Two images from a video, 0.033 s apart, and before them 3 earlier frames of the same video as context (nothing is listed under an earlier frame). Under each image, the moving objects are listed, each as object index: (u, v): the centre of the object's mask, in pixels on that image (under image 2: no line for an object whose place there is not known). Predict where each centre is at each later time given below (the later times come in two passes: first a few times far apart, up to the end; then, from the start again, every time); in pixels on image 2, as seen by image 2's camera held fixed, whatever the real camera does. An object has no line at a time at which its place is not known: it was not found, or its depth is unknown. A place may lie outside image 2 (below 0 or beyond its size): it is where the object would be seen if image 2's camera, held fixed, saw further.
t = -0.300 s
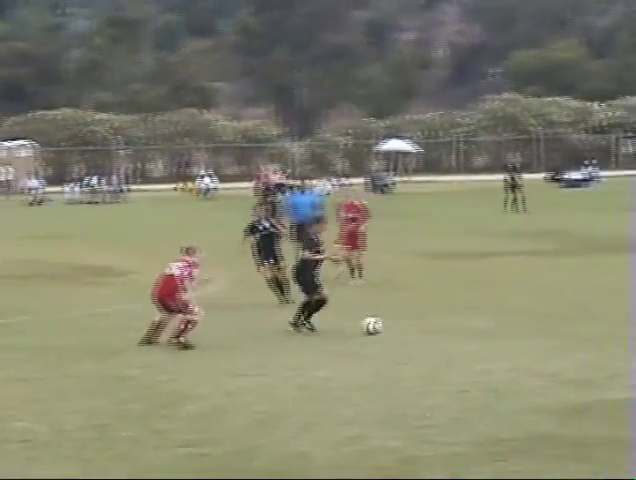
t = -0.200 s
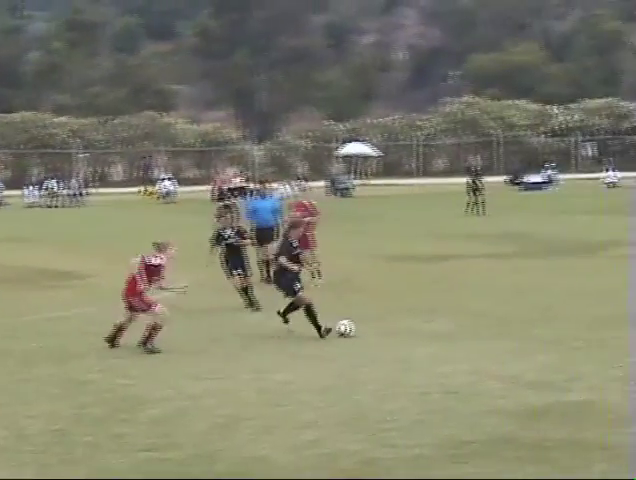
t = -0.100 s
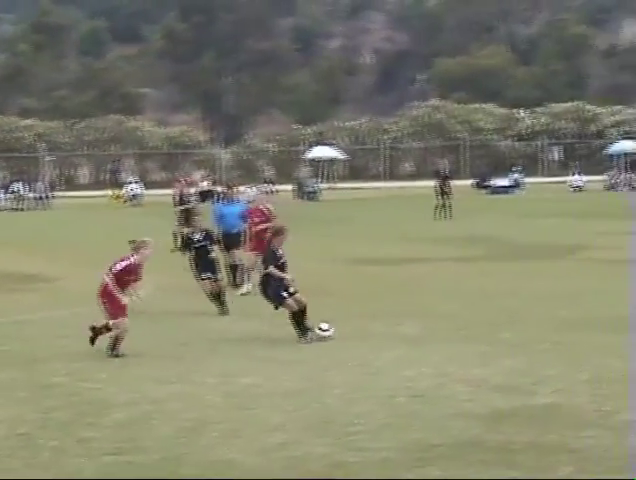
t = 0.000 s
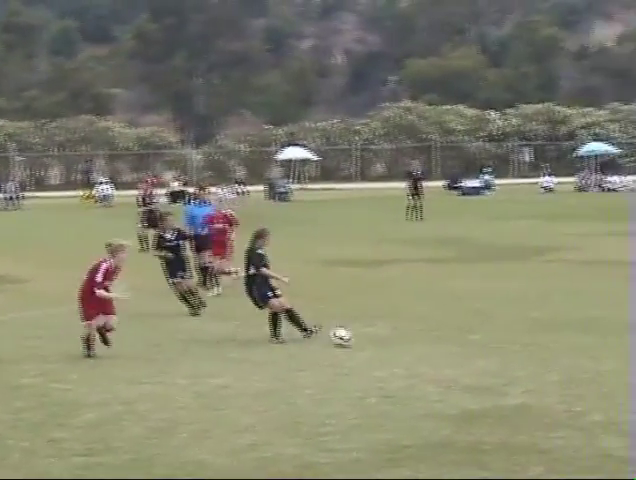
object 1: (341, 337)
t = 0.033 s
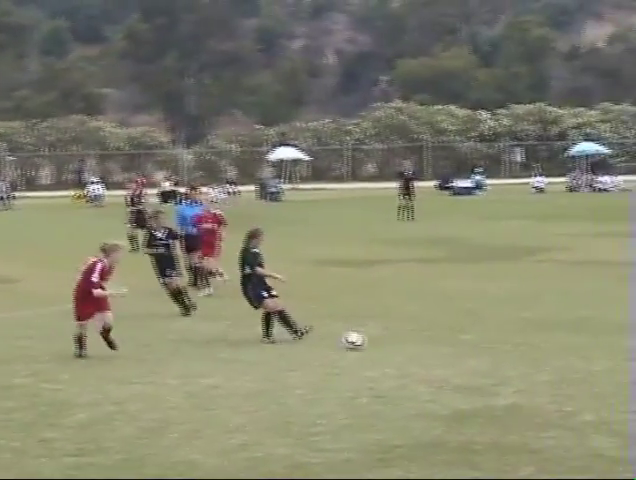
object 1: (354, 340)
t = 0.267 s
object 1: (511, 361)
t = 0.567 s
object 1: (722, 390)
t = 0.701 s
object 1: (820, 406)
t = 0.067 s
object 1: (376, 343)
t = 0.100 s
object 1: (398, 346)
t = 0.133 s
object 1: (419, 347)
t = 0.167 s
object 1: (440, 350)
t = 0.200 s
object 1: (464, 352)
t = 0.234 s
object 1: (487, 357)
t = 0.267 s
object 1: (511, 361)
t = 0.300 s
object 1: (532, 365)
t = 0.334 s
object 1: (556, 367)
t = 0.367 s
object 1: (579, 369)
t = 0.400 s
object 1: (602, 373)
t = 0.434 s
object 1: (625, 376)
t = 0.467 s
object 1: (650, 380)
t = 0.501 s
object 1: (675, 384)
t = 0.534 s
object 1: (698, 388)
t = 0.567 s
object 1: (722, 390)
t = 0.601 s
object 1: (745, 394)
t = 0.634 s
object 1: (770, 399)
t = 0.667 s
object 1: (796, 404)
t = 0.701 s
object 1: (820, 406)
